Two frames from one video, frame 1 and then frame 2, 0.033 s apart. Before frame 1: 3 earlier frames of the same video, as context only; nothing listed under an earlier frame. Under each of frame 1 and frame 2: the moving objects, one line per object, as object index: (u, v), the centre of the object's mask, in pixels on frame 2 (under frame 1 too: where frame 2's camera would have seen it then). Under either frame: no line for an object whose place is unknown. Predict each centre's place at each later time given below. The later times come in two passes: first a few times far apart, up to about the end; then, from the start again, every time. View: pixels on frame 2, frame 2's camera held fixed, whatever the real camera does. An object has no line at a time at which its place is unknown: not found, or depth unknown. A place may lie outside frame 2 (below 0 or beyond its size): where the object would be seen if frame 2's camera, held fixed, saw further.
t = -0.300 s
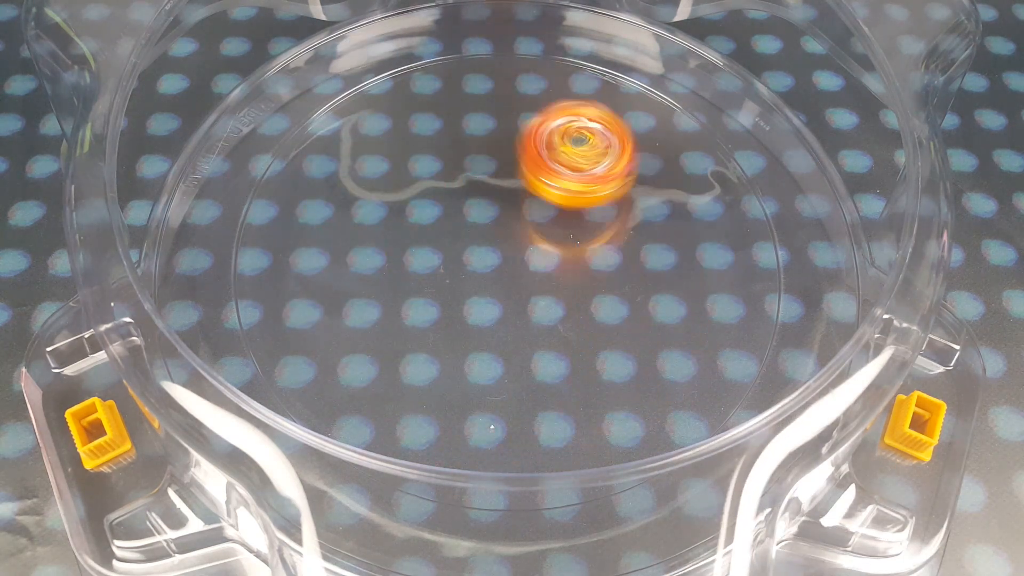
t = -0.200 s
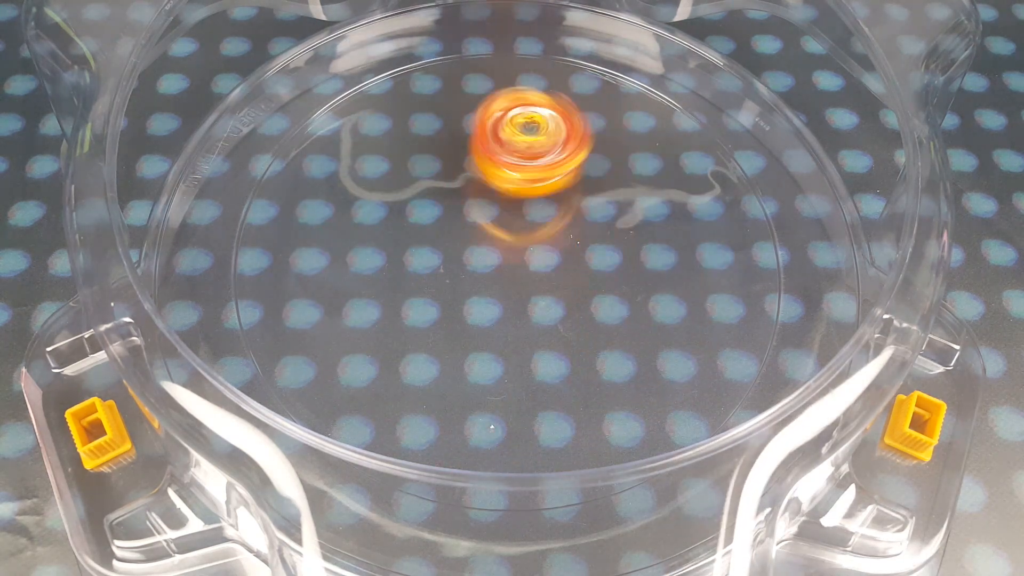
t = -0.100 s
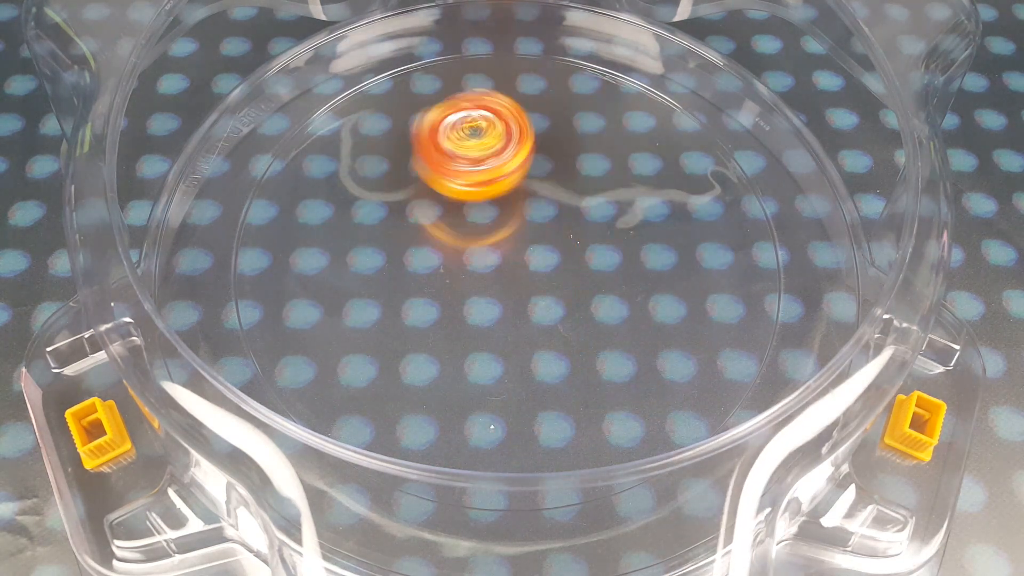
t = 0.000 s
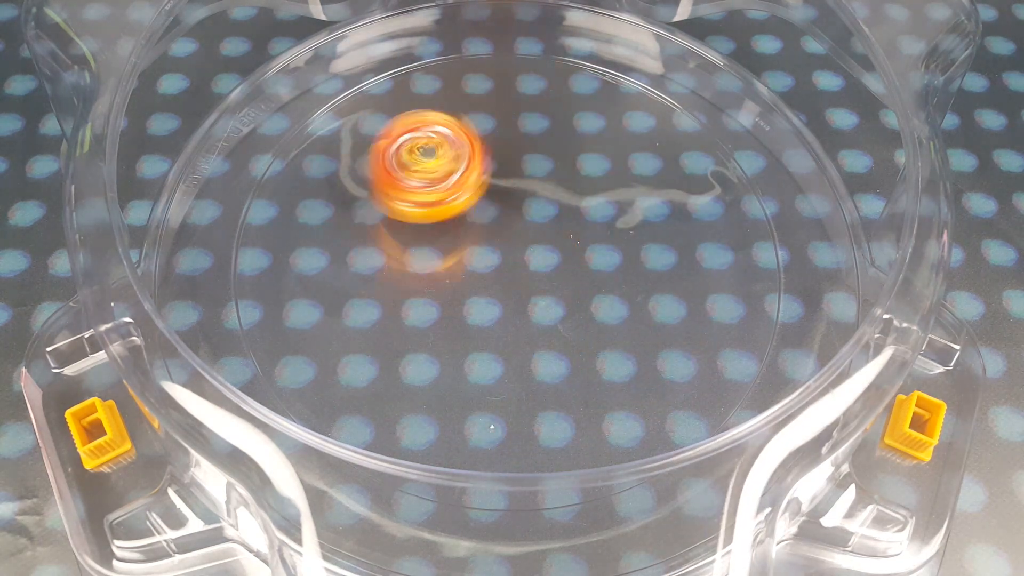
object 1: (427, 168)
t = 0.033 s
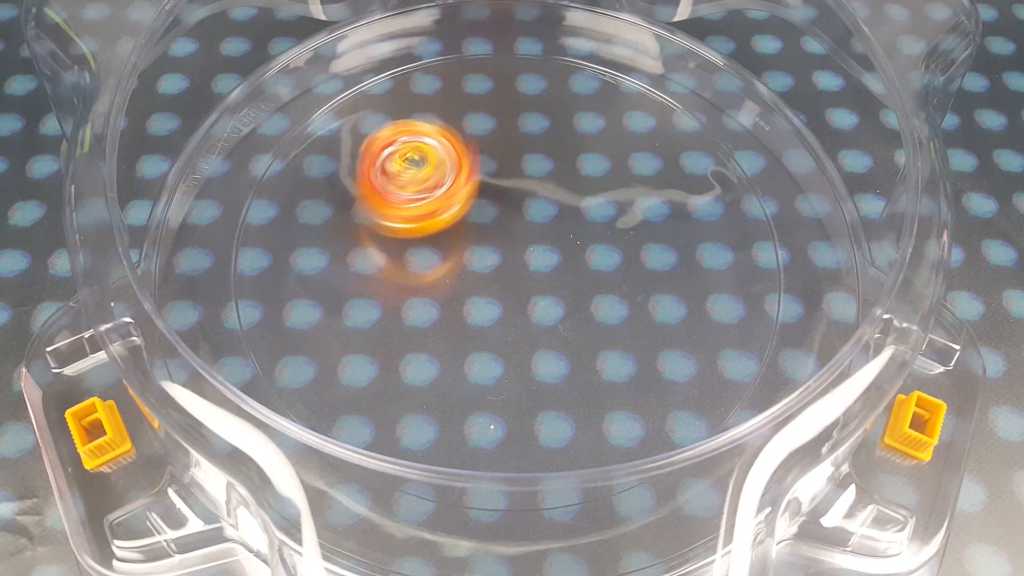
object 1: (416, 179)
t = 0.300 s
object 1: (394, 286)
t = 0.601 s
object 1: (540, 336)
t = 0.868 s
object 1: (627, 247)
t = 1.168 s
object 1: (566, 157)
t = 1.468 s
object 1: (435, 174)
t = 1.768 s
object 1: (402, 279)
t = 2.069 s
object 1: (512, 329)
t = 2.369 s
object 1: (613, 255)
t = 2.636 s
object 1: (581, 175)
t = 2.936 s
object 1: (473, 167)
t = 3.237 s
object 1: (408, 241)
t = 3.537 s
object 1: (474, 309)
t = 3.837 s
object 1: (579, 281)
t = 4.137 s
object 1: (593, 207)
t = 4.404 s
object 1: (518, 177)
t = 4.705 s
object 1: (433, 210)
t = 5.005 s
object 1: (439, 274)
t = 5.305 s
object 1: (521, 298)
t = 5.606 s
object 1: (587, 256)
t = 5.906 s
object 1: (554, 199)
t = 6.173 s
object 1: (487, 186)
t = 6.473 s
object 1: (443, 235)
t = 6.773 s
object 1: (478, 285)
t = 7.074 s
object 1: (545, 286)
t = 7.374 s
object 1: (572, 240)
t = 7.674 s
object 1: (542, 200)
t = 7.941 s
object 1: (489, 200)
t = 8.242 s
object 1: (452, 237)
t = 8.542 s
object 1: (469, 274)
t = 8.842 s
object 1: (529, 279)
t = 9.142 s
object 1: (561, 267)
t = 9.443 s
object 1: (547, 234)
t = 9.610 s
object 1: (556, 223)
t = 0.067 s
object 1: (404, 189)
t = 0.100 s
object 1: (397, 201)
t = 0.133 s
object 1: (389, 214)
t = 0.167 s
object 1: (387, 230)
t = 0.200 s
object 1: (382, 243)
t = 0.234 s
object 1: (384, 257)
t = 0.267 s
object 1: (388, 274)
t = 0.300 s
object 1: (394, 286)
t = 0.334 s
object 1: (406, 300)
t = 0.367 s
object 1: (417, 313)
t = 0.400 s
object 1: (433, 321)
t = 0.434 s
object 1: (449, 328)
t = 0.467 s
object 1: (466, 333)
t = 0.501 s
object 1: (484, 337)
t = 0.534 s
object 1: (502, 338)
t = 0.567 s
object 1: (521, 338)
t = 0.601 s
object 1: (540, 336)
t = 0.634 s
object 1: (560, 328)
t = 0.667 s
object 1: (574, 321)
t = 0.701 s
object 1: (587, 309)
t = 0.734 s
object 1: (600, 299)
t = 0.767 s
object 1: (609, 289)
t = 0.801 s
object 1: (620, 276)
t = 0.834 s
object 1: (626, 264)
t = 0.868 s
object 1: (627, 247)
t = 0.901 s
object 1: (629, 235)
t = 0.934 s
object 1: (626, 224)
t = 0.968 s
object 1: (624, 210)
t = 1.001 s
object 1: (620, 199)
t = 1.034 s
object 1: (612, 188)
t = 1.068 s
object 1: (604, 177)
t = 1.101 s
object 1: (590, 169)
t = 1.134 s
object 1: (579, 161)
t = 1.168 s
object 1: (566, 157)
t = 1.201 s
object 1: (552, 152)
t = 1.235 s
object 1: (538, 148)
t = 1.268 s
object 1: (520, 148)
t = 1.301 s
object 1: (505, 149)
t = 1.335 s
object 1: (492, 152)
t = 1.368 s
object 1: (476, 153)
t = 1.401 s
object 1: (462, 158)
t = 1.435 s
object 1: (447, 166)
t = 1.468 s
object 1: (435, 174)
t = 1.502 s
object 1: (425, 185)
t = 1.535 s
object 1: (415, 192)
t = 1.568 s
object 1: (408, 204)
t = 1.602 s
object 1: (399, 217)
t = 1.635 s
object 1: (395, 228)
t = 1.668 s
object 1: (397, 243)
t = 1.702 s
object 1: (395, 253)
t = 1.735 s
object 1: (398, 266)
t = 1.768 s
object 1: (402, 279)
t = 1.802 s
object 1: (406, 290)
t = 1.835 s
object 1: (419, 300)
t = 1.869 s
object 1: (429, 308)
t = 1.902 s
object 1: (440, 315)
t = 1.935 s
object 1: (452, 322)
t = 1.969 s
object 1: (467, 329)
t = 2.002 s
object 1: (487, 330)
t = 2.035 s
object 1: (500, 331)
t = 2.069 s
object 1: (512, 329)
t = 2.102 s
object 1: (532, 327)
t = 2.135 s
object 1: (549, 323)
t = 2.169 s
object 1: (560, 314)
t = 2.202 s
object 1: (573, 306)
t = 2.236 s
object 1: (585, 299)
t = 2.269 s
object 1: (595, 287)
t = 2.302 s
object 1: (602, 277)
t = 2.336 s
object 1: (607, 267)
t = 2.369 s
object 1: (613, 255)
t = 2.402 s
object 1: (616, 243)
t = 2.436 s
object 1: (615, 232)
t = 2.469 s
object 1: (614, 221)
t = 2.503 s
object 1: (611, 210)
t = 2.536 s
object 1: (605, 199)
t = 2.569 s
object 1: (600, 190)
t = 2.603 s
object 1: (592, 184)
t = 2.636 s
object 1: (581, 175)
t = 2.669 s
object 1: (572, 168)
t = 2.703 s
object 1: (559, 166)
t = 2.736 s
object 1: (548, 161)
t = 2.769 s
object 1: (537, 158)
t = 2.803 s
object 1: (521, 159)
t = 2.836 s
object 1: (510, 159)
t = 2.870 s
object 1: (499, 160)
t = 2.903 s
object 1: (484, 163)
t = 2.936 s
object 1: (473, 167)
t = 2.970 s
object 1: (462, 174)
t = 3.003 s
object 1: (450, 179)
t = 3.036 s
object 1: (440, 186)
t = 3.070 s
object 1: (434, 195)
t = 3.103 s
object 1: (424, 203)
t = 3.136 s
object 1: (417, 212)
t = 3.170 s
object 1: (415, 224)
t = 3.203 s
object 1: (410, 233)
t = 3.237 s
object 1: (408, 241)
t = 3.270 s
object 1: (409, 253)
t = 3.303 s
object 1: (411, 264)
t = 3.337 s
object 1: (416, 272)
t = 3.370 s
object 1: (421, 282)
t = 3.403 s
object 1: (429, 291)
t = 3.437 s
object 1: (440, 296)
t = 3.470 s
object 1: (449, 302)
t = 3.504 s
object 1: (460, 309)
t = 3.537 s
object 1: (474, 309)
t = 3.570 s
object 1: (485, 312)
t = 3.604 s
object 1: (499, 316)
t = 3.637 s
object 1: (513, 311)
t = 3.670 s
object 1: (524, 310)
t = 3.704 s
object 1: (539, 309)
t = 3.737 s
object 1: (551, 301)
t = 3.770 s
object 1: (562, 297)
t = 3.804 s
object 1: (573, 291)
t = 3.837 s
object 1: (579, 281)
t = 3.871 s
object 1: (589, 276)
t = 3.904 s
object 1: (595, 269)
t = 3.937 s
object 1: (597, 258)
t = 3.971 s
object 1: (603, 249)
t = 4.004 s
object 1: (606, 240)
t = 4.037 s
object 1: (603, 232)
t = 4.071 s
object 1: (601, 222)
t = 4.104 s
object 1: (599, 213)
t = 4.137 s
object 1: (593, 207)
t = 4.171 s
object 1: (586, 200)
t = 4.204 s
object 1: (579, 193)
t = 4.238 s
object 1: (569, 189)
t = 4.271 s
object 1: (561, 186)
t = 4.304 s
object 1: (551, 181)
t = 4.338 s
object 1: (540, 182)
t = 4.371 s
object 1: (529, 178)
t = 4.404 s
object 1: (518, 177)
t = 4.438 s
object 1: (508, 180)
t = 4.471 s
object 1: (496, 180)
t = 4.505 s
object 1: (485, 182)
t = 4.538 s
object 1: (477, 185)
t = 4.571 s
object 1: (464, 188)
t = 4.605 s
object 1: (456, 192)
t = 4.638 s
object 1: (449, 195)
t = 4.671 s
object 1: (439, 204)
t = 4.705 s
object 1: (433, 210)
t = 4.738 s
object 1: (427, 216)
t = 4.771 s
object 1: (425, 225)
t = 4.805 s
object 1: (423, 232)
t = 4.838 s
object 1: (421, 239)
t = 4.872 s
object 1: (424, 246)
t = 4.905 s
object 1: (426, 254)
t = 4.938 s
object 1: (428, 263)
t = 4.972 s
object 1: (434, 268)
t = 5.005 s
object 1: (439, 274)
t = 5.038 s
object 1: (446, 280)
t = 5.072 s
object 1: (453, 284)
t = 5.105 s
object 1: (462, 290)
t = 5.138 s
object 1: (471, 293)
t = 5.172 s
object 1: (479, 297)
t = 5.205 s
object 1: (493, 298)
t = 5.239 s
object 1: (500, 300)
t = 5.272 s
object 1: (512, 302)
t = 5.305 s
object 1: (521, 298)
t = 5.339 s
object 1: (536, 299)
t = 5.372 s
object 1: (545, 296)
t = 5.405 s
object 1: (552, 295)
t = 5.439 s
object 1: (561, 287)
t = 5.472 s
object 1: (569, 283)
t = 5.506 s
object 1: (578, 279)
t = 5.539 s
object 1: (580, 272)
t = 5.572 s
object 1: (584, 265)
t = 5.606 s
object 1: (587, 256)
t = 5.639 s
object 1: (588, 250)
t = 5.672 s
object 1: (586, 242)
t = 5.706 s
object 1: (585, 235)
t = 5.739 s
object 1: (583, 228)
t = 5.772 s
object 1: (577, 222)
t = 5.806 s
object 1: (573, 215)
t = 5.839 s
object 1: (568, 208)
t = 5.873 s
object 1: (563, 203)
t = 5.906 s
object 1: (554, 199)
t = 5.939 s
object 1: (547, 195)
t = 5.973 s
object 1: (540, 191)
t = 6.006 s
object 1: (532, 189)
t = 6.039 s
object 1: (522, 187)
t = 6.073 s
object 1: (514, 185)
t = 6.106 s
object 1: (506, 183)
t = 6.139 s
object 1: (498, 186)
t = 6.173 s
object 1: (487, 186)
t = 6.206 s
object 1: (479, 188)
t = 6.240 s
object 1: (472, 190)
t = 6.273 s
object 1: (466, 196)
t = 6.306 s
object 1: (458, 200)
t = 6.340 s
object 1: (453, 206)
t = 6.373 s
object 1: (450, 210)
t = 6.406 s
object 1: (448, 220)
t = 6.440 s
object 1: (445, 227)
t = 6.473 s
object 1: (443, 235)
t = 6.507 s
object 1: (445, 239)
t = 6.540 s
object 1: (447, 246)
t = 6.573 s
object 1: (449, 253)
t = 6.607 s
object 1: (451, 261)
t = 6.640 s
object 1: (456, 266)
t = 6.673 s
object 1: (461, 273)
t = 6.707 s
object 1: (466, 277)
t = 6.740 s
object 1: (471, 284)
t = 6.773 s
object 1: (478, 285)
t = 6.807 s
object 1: (488, 289)
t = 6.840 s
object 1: (495, 291)
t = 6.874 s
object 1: (503, 294)
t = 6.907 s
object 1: (508, 292)
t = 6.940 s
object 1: (518, 292)
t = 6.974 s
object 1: (523, 291)
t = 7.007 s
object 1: (533, 291)
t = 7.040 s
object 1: (537, 289)
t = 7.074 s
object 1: (545, 286)
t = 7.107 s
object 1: (550, 284)
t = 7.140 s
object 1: (556, 280)
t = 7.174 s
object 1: (561, 277)
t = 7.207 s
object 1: (564, 271)
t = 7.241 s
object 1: (569, 267)
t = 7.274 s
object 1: (571, 261)
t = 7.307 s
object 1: (574, 251)
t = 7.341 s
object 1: (573, 245)
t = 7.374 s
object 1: (572, 240)
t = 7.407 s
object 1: (572, 234)
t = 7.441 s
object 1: (570, 231)
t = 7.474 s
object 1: (568, 226)
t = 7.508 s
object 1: (565, 221)
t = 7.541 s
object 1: (562, 215)
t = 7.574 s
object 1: (558, 211)
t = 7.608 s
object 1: (552, 207)
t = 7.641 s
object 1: (547, 203)
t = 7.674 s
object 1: (542, 200)
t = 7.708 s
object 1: (537, 196)
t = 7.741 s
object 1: (531, 196)
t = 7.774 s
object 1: (522, 195)
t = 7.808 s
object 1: (515, 195)
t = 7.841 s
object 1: (507, 195)
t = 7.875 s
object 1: (502, 195)
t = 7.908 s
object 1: (496, 199)
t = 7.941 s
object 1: (489, 200)
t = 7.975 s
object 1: (483, 203)
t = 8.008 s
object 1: (475, 206)
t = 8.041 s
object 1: (471, 208)
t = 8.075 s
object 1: (468, 213)
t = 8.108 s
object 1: (463, 216)
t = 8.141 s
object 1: (459, 221)
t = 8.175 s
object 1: (455, 226)
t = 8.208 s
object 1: (453, 230)
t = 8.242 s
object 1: (452, 237)
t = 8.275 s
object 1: (450, 241)
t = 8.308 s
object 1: (450, 246)
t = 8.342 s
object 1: (449, 250)
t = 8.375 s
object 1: (452, 254)
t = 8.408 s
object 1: (456, 260)
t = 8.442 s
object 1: (459, 266)
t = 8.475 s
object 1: (462, 270)
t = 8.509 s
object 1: (465, 273)
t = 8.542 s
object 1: (469, 274)
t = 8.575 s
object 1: (477, 276)
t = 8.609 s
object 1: (485, 278)
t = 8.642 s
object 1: (493, 279)
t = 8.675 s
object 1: (501, 281)
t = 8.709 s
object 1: (504, 282)
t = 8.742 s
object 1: (509, 280)
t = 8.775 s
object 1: (516, 280)
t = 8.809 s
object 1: (521, 280)
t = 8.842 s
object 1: (529, 279)
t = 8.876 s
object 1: (536, 280)
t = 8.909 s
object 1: (539, 280)
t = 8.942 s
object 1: (544, 278)
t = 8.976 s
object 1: (549, 277)
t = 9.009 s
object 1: (552, 276)
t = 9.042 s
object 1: (555, 274)
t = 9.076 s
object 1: (558, 273)
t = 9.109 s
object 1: (559, 270)
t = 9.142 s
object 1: (561, 267)
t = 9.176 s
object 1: (563, 265)
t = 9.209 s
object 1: (564, 263)
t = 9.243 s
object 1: (563, 261)
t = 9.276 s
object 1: (560, 257)
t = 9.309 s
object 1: (558, 253)
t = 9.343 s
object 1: (554, 248)
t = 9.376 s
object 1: (550, 243)
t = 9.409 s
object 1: (549, 238)
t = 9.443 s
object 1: (547, 234)
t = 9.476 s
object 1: (547, 231)
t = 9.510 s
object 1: (550, 227)
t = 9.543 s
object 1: (552, 225)
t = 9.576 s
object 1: (552, 222)
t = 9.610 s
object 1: (556, 223)
